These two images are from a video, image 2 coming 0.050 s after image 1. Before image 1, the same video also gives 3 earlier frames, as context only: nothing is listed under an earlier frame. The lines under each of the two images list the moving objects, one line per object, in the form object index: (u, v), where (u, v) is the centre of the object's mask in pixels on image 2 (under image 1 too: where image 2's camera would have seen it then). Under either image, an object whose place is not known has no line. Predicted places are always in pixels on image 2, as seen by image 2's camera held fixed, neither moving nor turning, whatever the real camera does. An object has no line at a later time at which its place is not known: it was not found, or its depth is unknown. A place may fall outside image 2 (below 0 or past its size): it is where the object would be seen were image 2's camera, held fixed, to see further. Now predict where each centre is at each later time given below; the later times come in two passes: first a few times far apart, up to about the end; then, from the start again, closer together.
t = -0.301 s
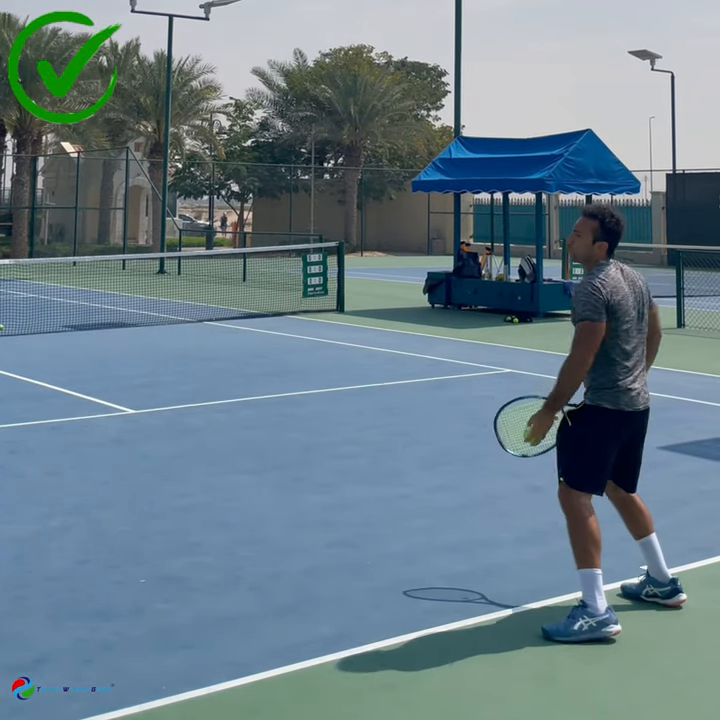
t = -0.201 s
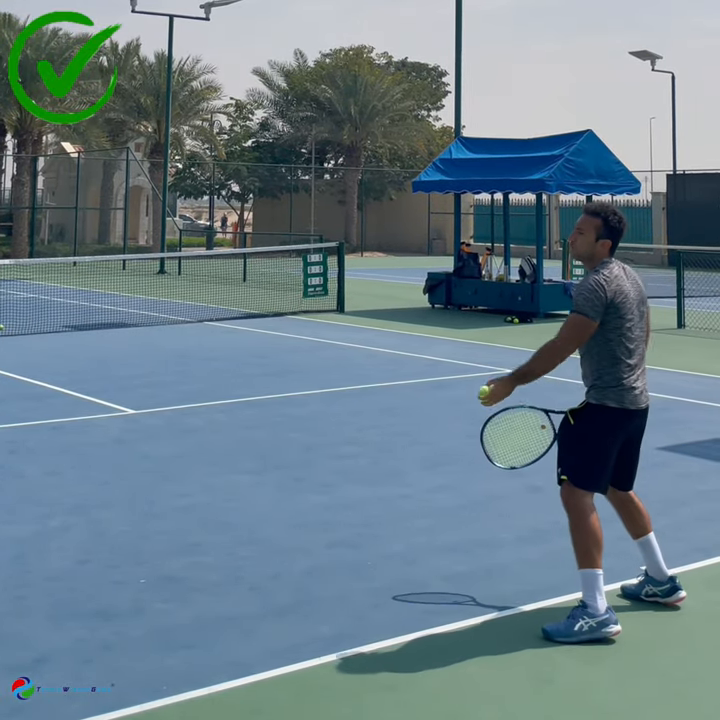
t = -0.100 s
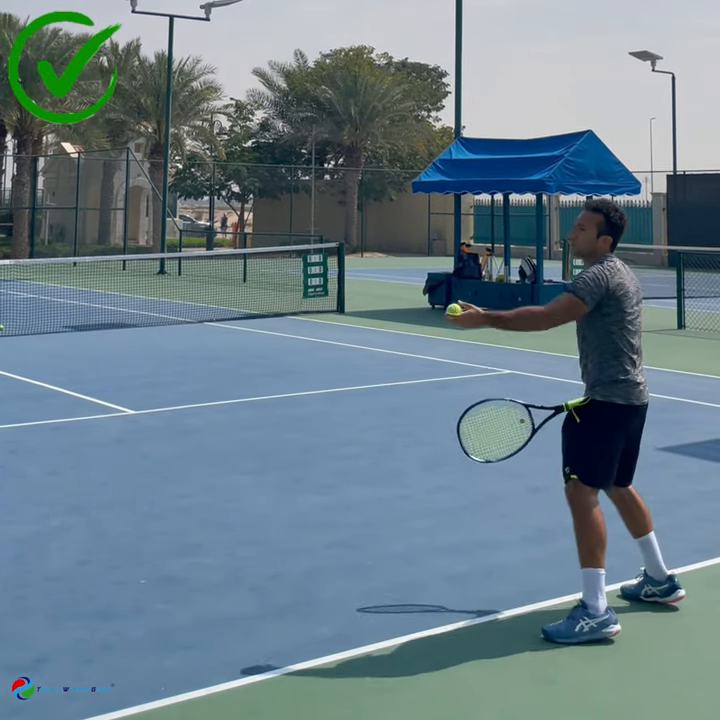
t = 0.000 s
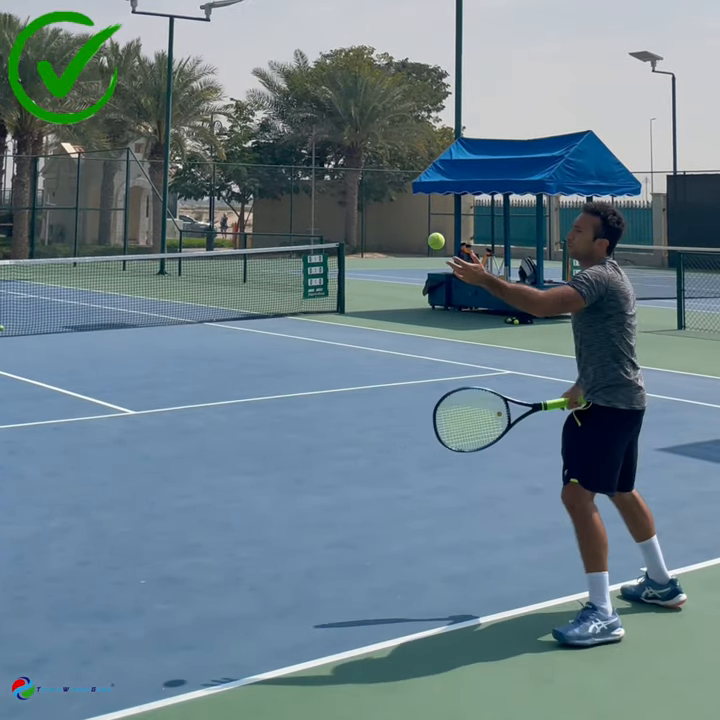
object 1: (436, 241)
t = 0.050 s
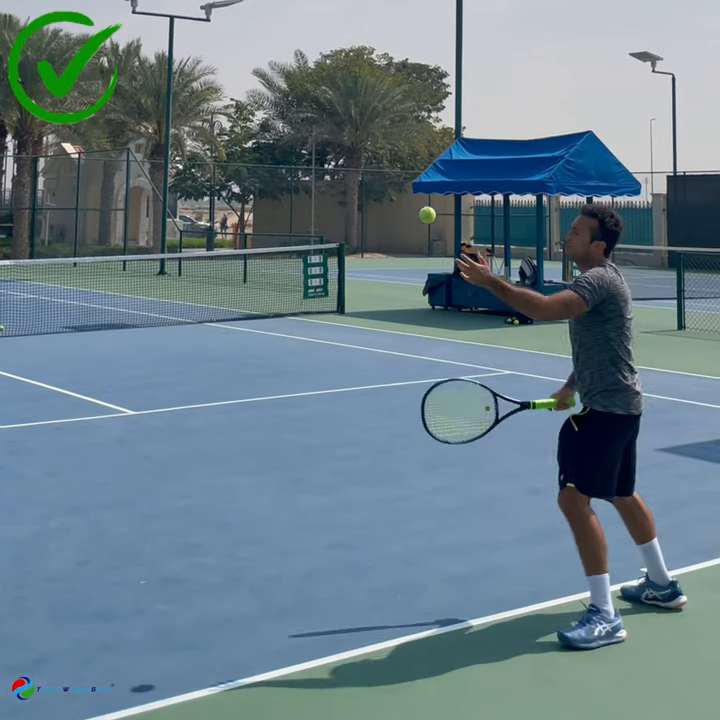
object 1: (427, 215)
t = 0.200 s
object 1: (399, 173)
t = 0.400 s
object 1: (362, 200)
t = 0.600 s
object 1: (323, 325)
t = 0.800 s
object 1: (280, 556)
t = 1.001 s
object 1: (253, 469)
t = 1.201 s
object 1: (229, 359)
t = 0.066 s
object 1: (424, 207)
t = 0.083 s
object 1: (421, 200)
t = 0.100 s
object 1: (418, 194)
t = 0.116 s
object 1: (415, 189)
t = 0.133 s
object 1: (411, 184)
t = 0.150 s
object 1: (408, 181)
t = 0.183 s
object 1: (402, 175)
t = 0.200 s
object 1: (399, 173)
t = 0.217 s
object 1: (396, 171)
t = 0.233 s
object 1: (393, 170)
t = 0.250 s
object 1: (390, 170)
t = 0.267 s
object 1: (387, 171)
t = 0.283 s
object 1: (384, 172)
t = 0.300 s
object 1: (381, 174)
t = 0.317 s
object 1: (378, 177)
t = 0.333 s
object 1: (374, 180)
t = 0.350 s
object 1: (371, 184)
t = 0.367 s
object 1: (368, 189)
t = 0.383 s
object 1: (365, 194)
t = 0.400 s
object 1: (362, 200)
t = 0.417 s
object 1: (359, 206)
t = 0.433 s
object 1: (355, 213)
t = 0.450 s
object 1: (352, 222)
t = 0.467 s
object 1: (349, 230)
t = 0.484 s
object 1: (346, 239)
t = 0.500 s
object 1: (343, 249)
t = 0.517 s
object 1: (339, 261)
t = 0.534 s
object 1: (336, 272)
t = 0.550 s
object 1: (332, 284)
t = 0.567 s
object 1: (329, 297)
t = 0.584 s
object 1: (326, 311)
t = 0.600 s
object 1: (323, 325)
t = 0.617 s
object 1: (319, 340)
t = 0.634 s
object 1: (316, 356)
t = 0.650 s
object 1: (312, 372)
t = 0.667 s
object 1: (309, 390)
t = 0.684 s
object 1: (305, 408)
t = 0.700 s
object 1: (301, 427)
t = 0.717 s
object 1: (298, 446)
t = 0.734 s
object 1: (295, 467)
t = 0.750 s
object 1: (291, 488)
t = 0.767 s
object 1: (287, 510)
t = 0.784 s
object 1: (283, 532)
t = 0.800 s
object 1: (280, 556)
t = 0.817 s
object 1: (276, 580)
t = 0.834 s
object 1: (272, 605)
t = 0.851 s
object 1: (268, 625)
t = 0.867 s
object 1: (267, 603)
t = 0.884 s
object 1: (265, 584)
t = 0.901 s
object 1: (263, 565)
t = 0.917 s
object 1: (262, 547)
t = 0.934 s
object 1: (260, 530)
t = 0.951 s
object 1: (258, 514)
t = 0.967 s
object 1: (256, 498)
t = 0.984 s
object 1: (255, 483)
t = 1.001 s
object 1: (253, 469)
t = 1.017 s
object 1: (251, 456)
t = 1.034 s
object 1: (249, 443)
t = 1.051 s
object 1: (247, 432)
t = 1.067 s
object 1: (245, 421)
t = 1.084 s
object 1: (243, 410)
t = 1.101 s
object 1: (241, 401)
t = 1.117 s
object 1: (239, 392)
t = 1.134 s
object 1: (238, 384)
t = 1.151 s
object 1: (236, 377)
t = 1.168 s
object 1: (234, 370)
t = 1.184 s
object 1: (232, 364)
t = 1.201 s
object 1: (229, 359)
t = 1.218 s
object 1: (228, 355)
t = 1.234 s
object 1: (226, 351)
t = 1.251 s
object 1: (224, 348)
